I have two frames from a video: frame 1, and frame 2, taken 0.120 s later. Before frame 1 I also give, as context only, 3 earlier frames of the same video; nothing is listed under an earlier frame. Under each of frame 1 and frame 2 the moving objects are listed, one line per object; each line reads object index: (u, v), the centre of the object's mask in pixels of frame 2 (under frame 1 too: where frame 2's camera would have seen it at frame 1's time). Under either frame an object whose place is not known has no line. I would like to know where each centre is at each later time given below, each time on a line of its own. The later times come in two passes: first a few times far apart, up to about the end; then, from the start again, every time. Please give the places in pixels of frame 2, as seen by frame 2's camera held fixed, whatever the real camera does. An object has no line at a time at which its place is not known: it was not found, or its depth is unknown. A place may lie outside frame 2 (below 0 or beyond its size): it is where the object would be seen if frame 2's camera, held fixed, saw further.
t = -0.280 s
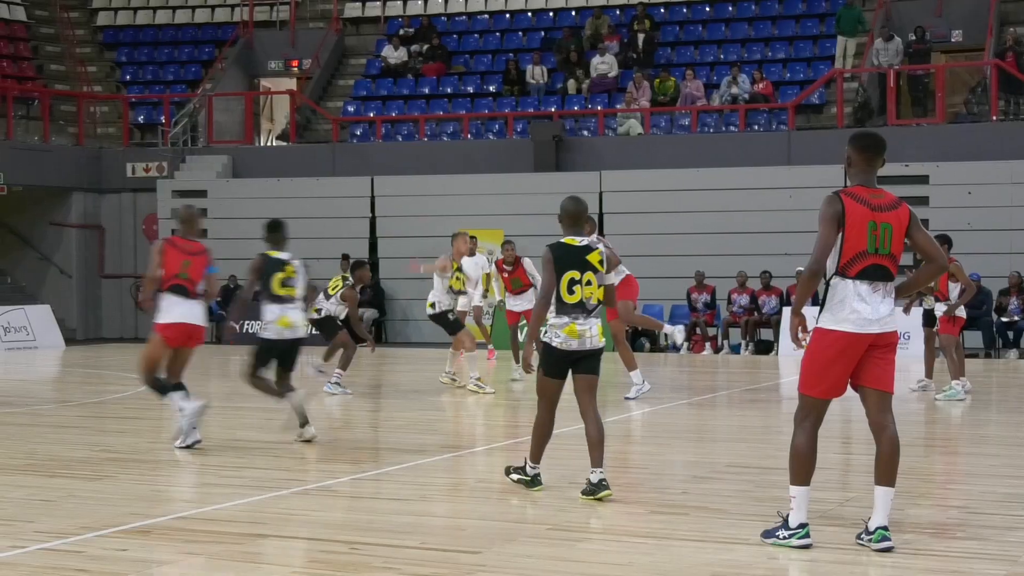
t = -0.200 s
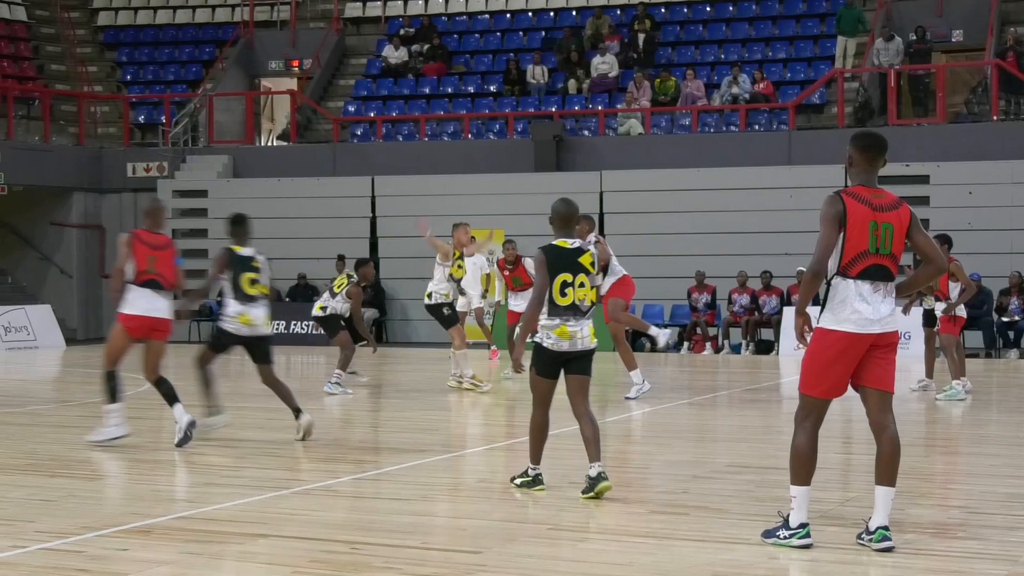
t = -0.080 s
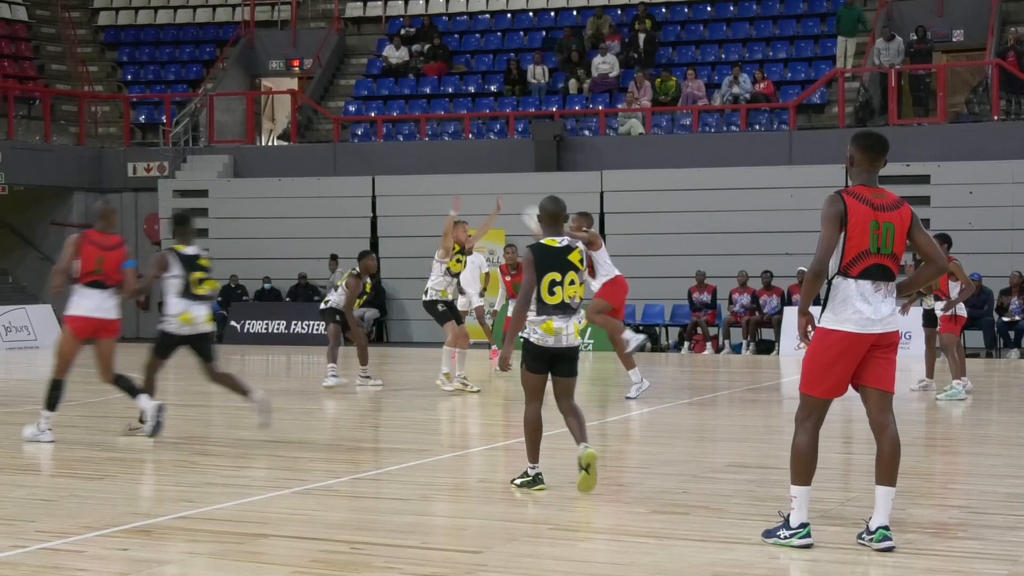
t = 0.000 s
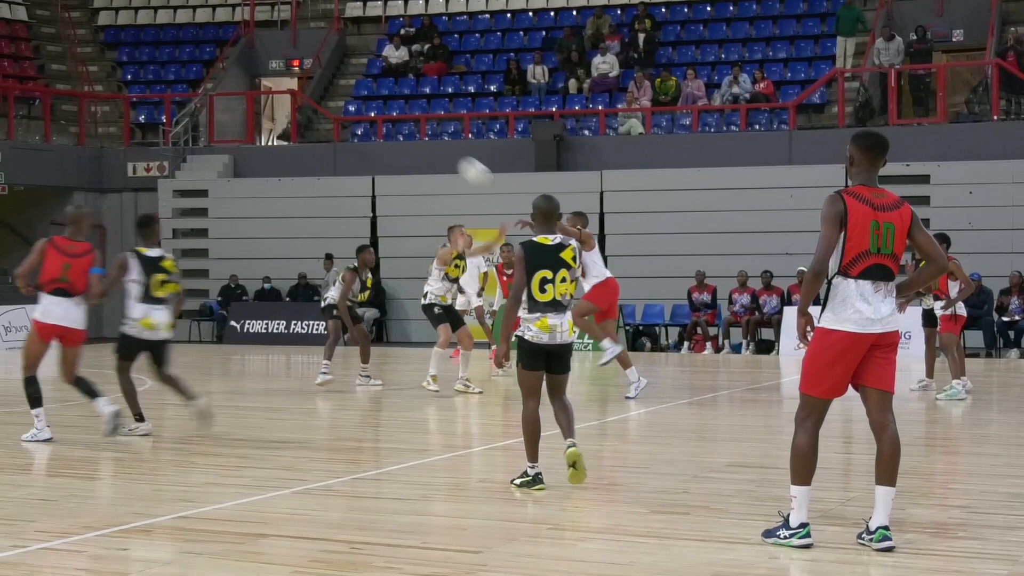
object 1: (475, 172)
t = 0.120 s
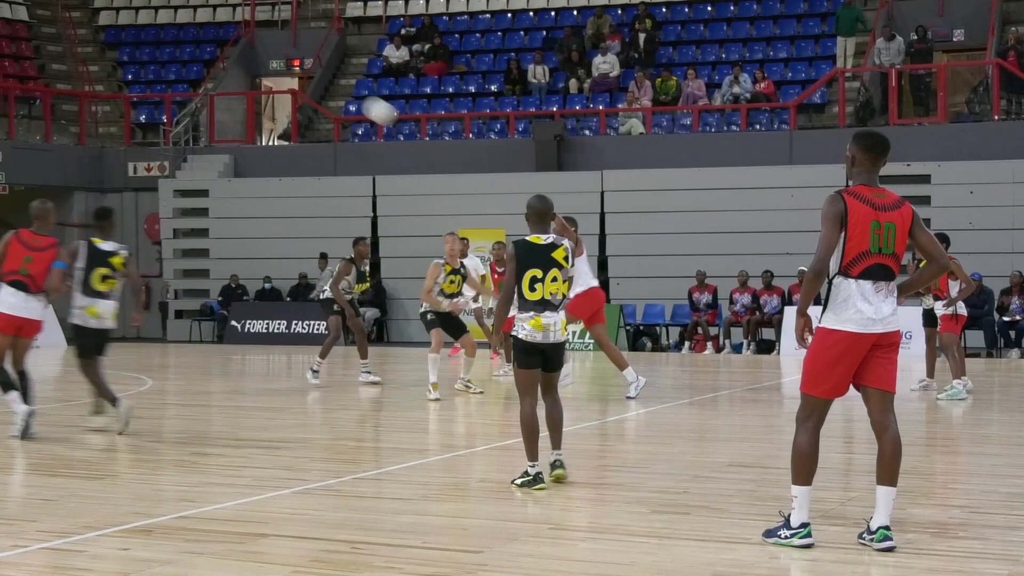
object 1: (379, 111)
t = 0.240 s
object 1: (282, 64)
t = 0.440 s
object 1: (128, 19)
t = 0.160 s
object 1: (347, 94)
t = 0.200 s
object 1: (316, 80)
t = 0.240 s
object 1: (282, 64)
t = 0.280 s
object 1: (252, 53)
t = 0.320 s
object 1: (222, 42)
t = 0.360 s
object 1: (190, 33)
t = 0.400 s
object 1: (159, 25)
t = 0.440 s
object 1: (128, 19)
